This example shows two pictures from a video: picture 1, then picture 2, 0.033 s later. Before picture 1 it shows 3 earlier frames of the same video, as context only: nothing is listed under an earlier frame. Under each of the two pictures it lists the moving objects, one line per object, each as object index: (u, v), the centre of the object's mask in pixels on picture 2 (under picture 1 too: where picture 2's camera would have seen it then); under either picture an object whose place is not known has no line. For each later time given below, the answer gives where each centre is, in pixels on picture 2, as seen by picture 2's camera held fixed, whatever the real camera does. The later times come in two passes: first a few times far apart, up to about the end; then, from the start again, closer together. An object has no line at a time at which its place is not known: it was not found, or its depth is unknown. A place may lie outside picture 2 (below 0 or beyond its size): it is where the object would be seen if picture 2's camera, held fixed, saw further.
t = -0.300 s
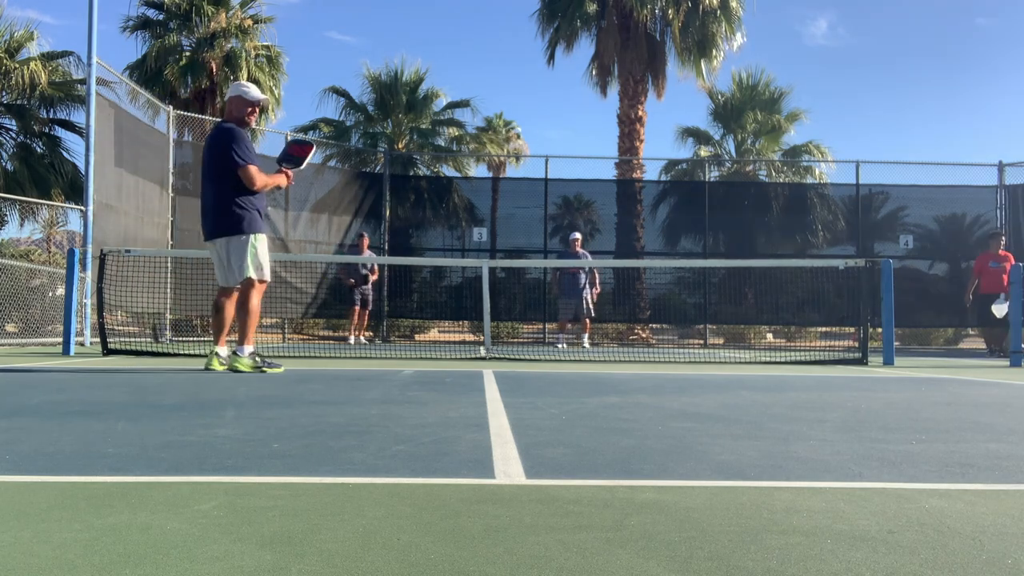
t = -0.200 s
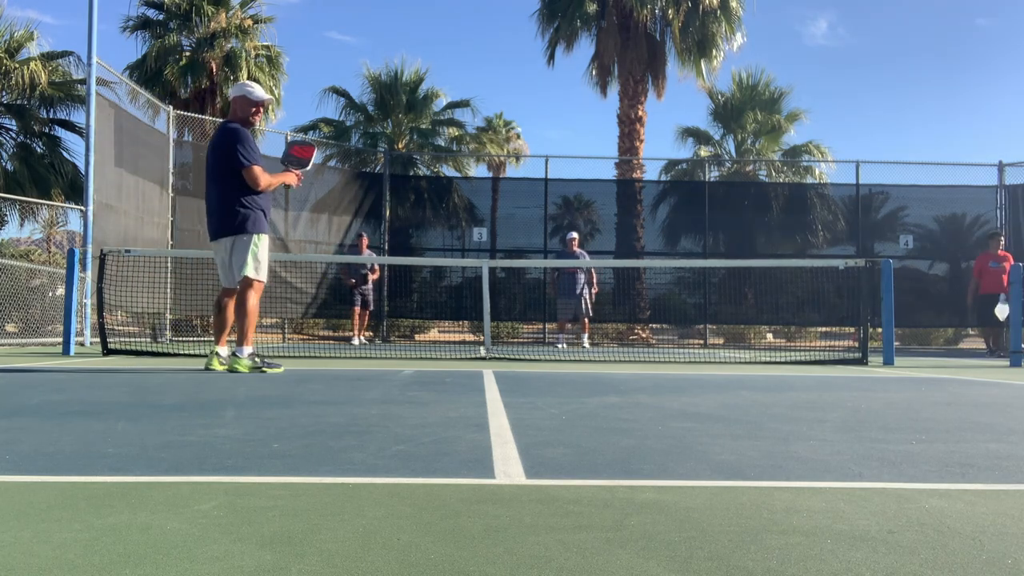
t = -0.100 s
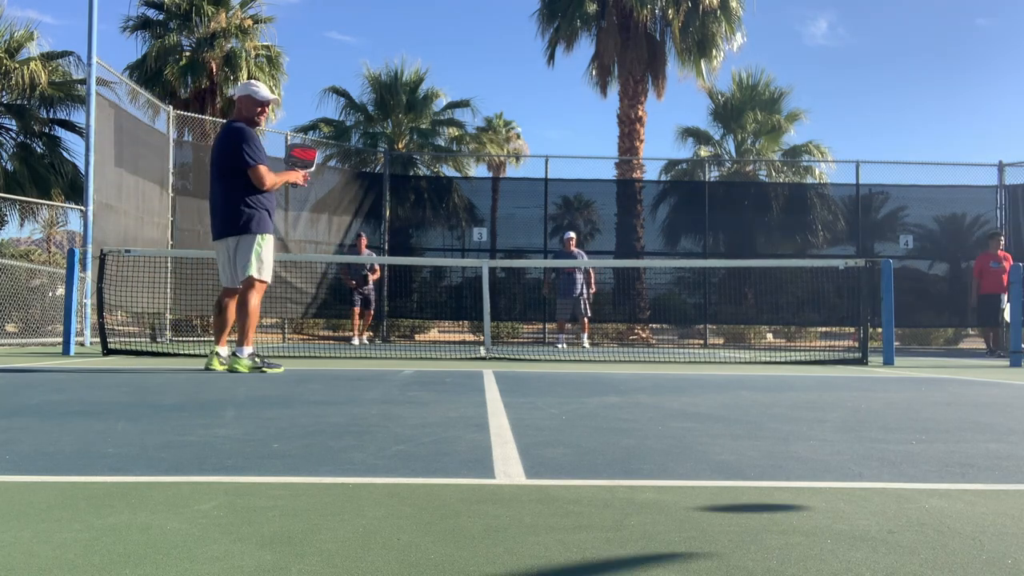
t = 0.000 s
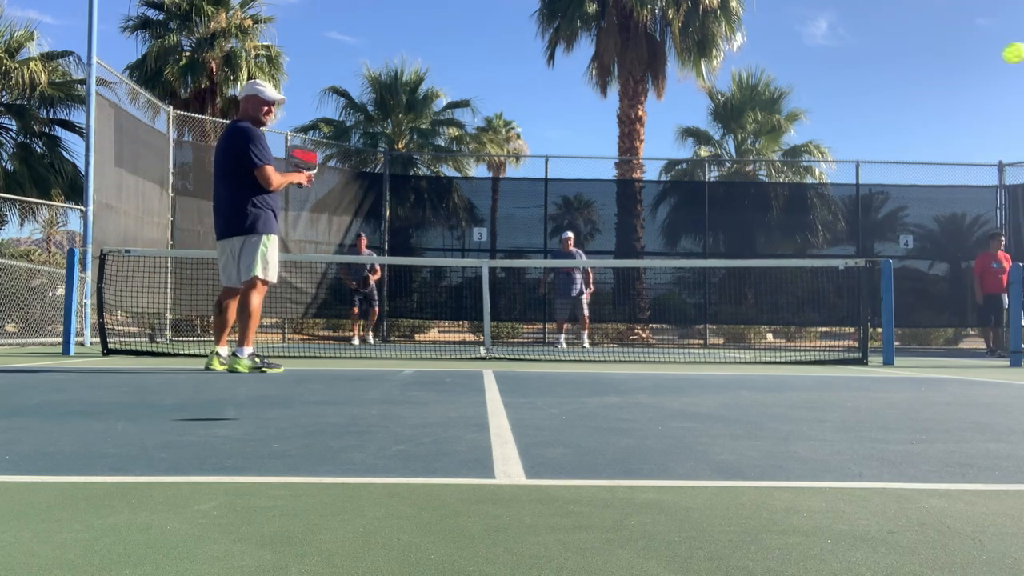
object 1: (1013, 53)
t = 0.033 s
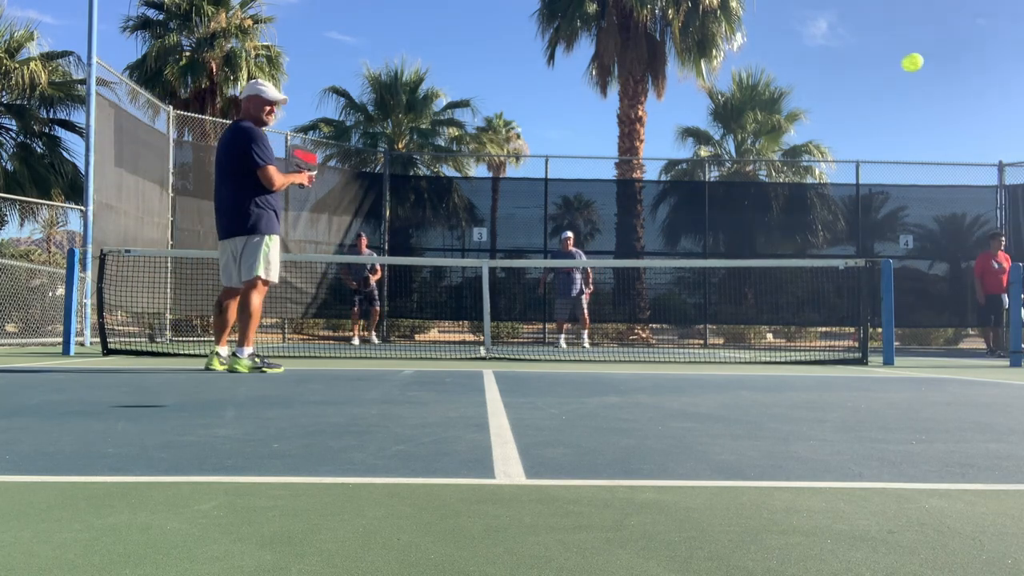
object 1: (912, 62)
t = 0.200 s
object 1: (642, 115)
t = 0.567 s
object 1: (454, 240)
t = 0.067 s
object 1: (833, 72)
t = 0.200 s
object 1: (642, 115)
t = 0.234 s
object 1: (612, 126)
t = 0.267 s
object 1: (587, 137)
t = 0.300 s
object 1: (564, 148)
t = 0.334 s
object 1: (545, 159)
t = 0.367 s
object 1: (527, 170)
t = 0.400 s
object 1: (512, 181)
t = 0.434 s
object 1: (498, 193)
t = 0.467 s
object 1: (485, 204)
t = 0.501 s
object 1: (474, 216)
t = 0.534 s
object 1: (464, 228)
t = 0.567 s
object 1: (454, 240)
